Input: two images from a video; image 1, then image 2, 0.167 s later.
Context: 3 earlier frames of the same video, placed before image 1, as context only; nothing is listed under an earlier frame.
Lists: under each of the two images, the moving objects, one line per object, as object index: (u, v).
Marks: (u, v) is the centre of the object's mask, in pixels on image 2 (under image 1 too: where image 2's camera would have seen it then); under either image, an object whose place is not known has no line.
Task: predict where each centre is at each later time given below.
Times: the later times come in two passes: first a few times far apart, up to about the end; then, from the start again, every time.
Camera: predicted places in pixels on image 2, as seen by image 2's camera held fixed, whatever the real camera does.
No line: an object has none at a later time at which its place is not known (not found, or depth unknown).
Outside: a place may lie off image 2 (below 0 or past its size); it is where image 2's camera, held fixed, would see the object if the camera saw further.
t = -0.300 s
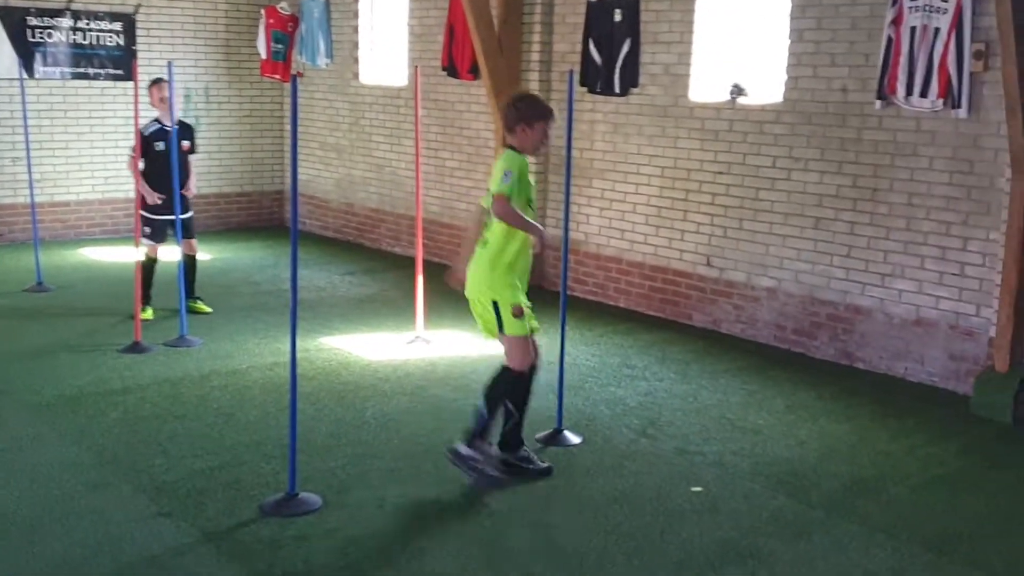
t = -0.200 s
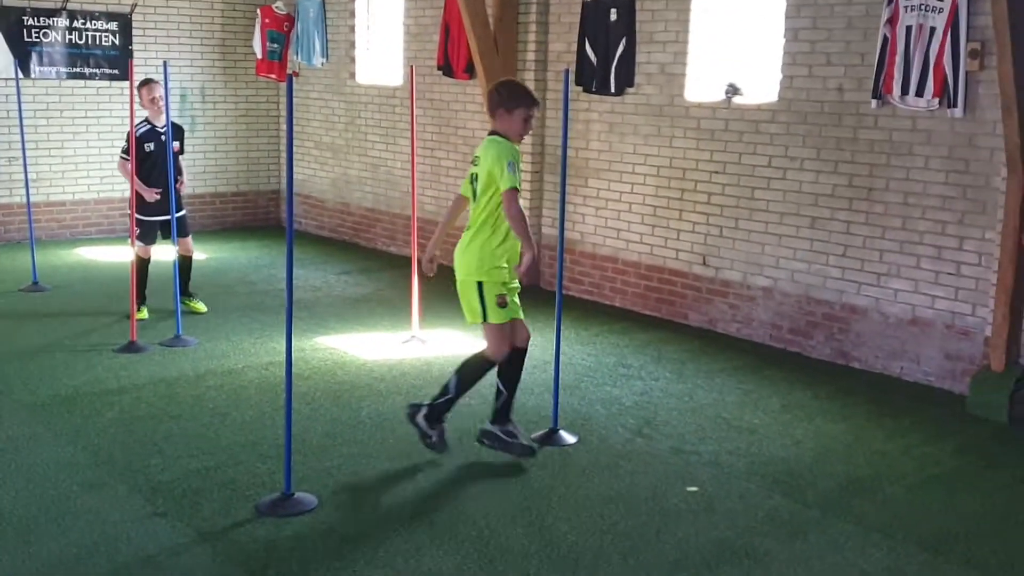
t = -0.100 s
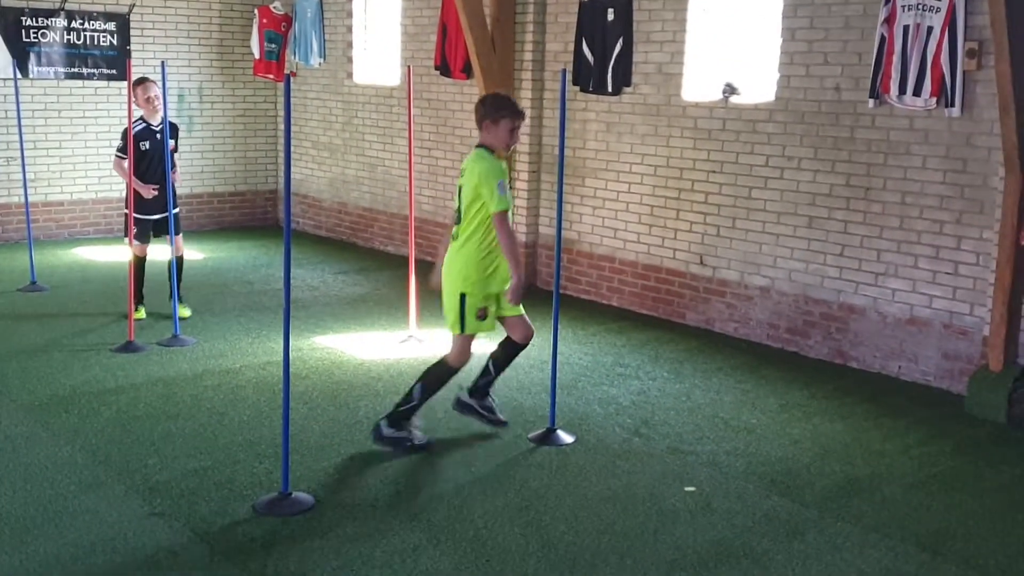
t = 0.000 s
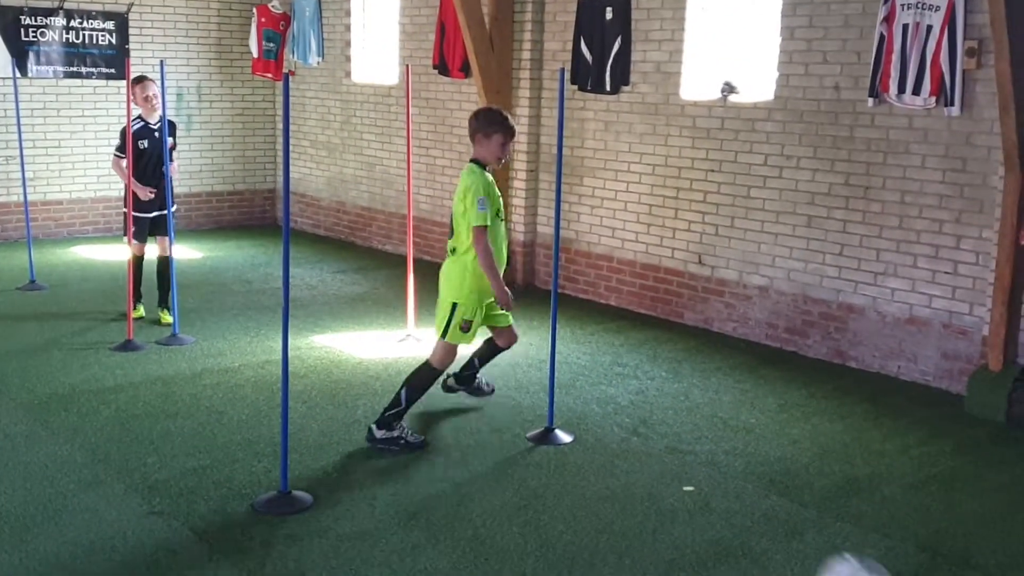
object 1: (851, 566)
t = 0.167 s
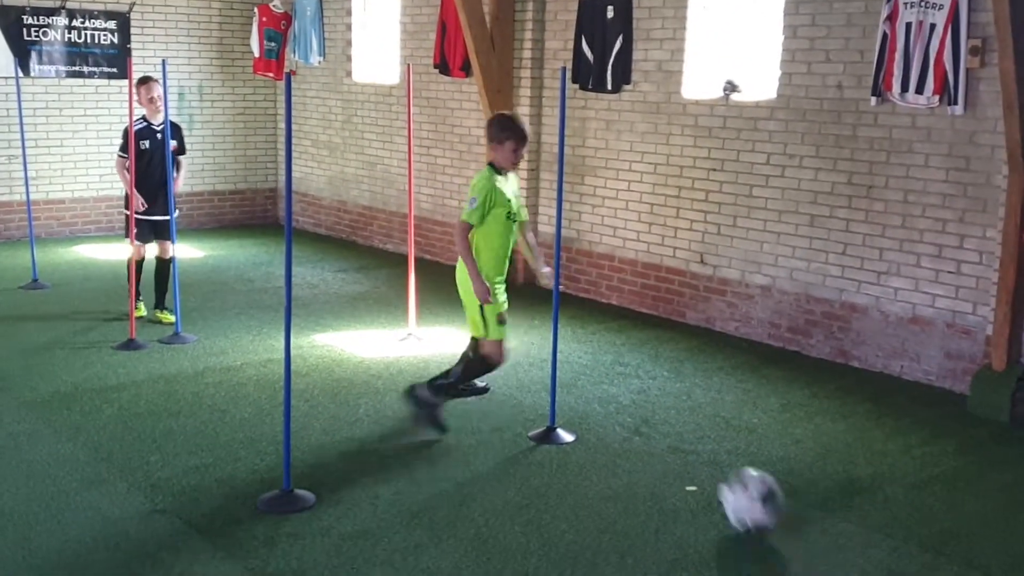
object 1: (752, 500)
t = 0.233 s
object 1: (719, 478)
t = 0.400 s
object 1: (668, 430)
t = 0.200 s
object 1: (734, 488)
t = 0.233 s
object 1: (719, 478)
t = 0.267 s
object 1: (707, 465)
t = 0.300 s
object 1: (697, 456)
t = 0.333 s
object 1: (685, 449)
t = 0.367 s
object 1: (677, 439)
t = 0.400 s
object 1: (668, 430)
